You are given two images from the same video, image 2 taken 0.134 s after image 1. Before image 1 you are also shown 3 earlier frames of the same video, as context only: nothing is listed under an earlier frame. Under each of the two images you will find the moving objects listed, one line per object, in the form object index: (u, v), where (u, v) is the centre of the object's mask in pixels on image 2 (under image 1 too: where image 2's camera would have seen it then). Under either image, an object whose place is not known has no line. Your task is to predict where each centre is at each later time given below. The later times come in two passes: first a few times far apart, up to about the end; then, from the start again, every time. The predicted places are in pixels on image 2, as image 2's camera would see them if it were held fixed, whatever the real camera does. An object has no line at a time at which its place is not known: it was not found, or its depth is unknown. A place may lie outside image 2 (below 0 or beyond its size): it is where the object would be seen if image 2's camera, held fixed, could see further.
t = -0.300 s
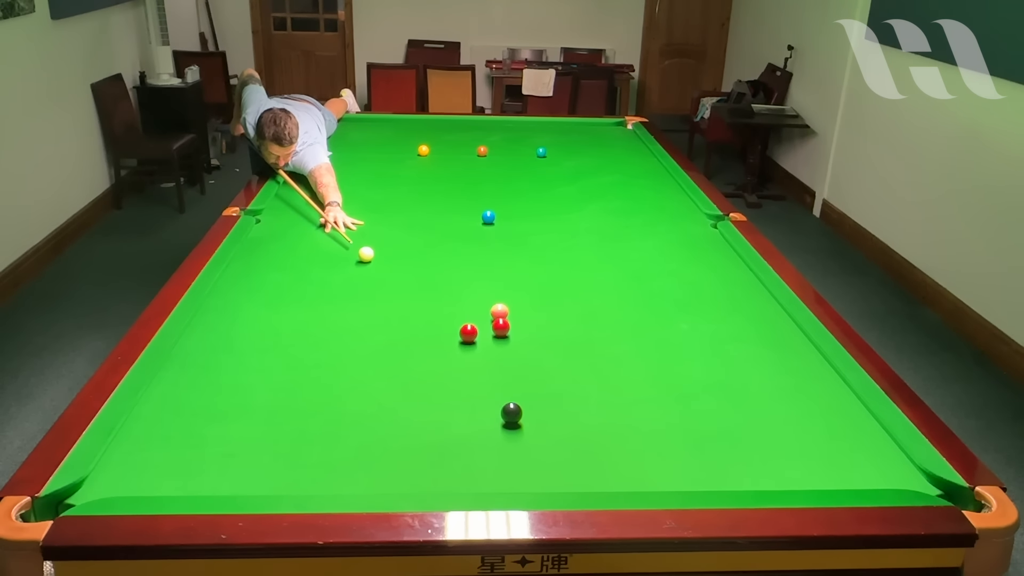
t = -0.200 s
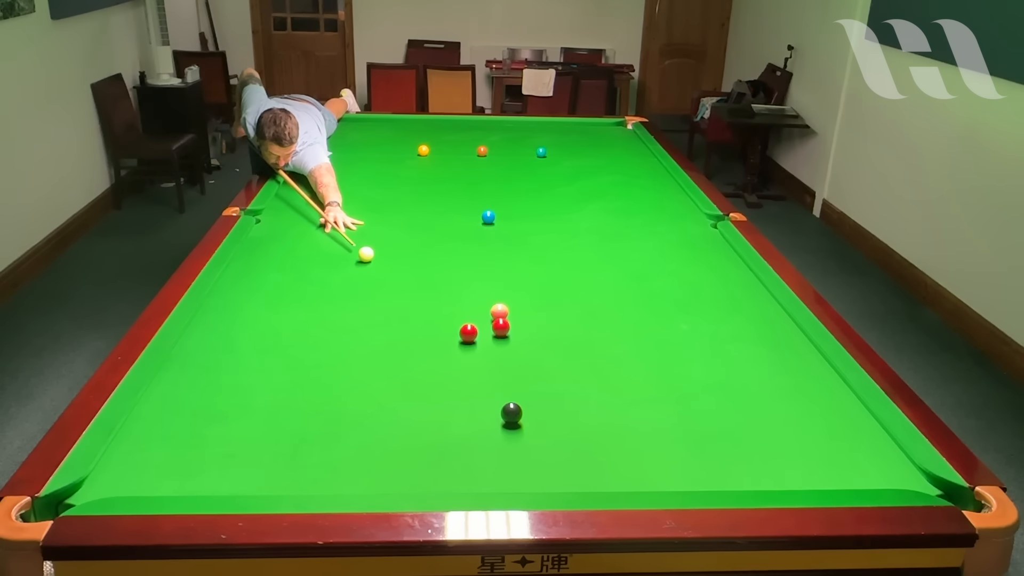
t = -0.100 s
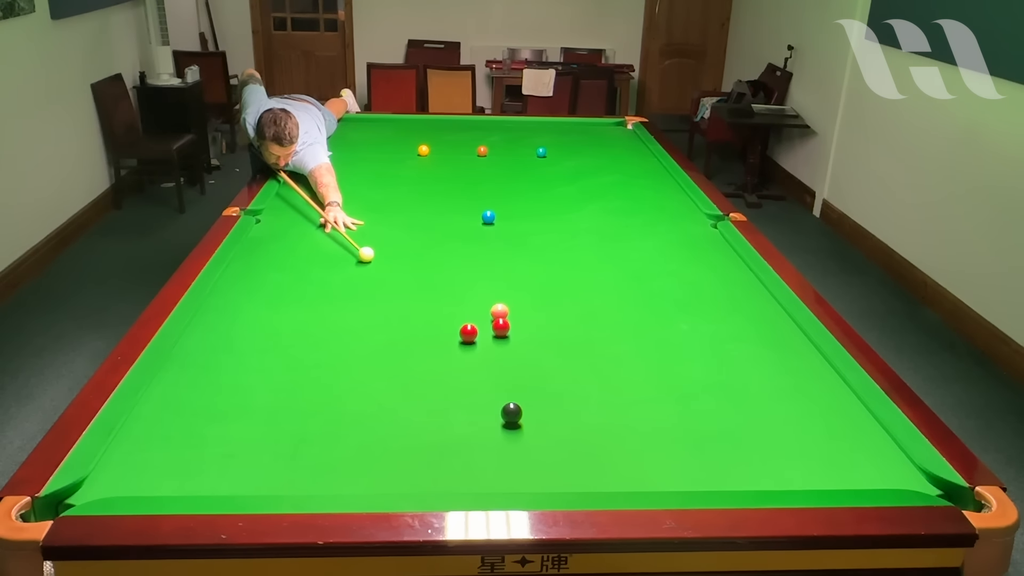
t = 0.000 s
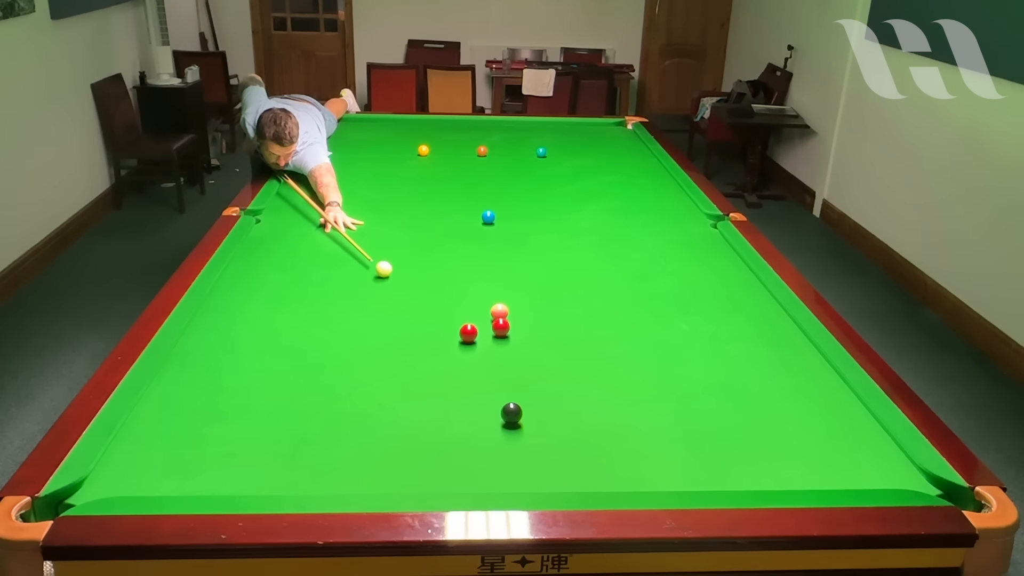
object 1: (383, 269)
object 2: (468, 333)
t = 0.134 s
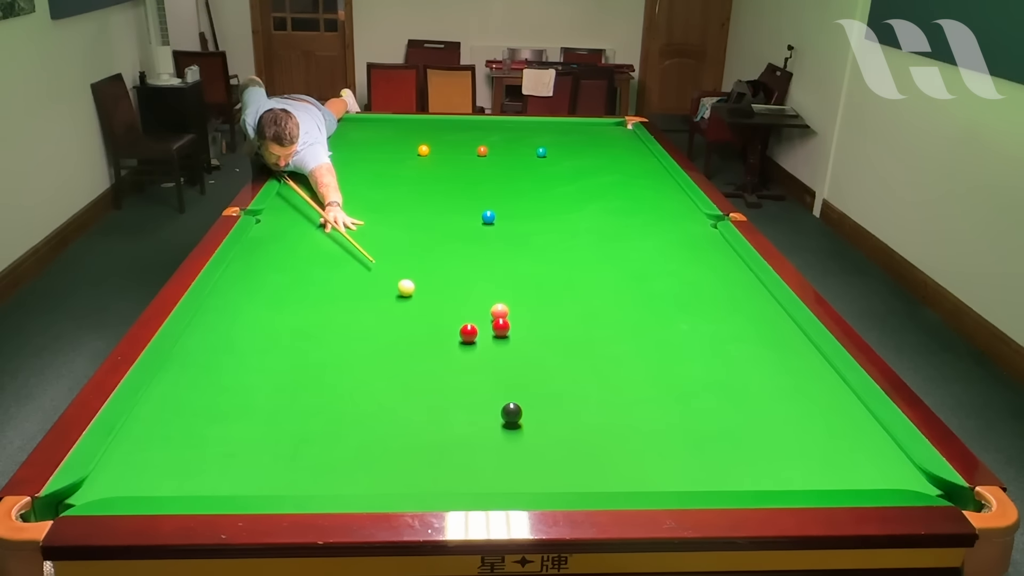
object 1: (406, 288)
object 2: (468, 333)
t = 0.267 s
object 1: (426, 305)
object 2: (468, 333)
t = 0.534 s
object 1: (447, 335)
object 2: (492, 342)
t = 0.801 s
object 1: (438, 356)
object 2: (542, 359)
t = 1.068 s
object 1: (429, 378)
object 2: (591, 376)
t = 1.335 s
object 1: (419, 401)
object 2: (643, 393)
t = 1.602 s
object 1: (409, 426)
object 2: (695, 411)
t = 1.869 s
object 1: (399, 449)
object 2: (748, 429)
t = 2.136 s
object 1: (387, 475)
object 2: (803, 448)
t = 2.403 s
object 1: (379, 482)
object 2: (858, 468)
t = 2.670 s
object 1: (376, 468)
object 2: (914, 483)
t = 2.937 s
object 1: (373, 456)
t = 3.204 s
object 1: (371, 446)
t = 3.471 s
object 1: (370, 437)
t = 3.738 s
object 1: (369, 430)
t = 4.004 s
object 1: (368, 424)
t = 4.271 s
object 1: (368, 420)
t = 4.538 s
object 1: (368, 417)
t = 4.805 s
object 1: (367, 415)
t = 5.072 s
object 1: (367, 415)
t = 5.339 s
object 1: (367, 415)
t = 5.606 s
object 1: (367, 415)
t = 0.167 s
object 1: (411, 293)
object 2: (468, 333)
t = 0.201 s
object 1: (416, 297)
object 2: (468, 333)
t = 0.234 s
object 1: (421, 301)
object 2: (468, 333)
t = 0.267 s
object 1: (426, 305)
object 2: (468, 333)
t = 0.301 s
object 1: (431, 310)
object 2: (468, 333)
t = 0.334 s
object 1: (437, 314)
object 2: (468, 333)
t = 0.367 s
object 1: (442, 319)
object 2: (469, 333)
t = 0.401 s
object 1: (447, 323)
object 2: (468, 334)
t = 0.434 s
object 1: (452, 328)
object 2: (468, 334)
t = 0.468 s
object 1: (451, 330)
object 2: (476, 336)
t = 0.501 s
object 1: (449, 332)
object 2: (484, 339)
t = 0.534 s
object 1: (447, 335)
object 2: (492, 342)
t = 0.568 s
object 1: (446, 338)
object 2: (499, 344)
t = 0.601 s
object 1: (445, 340)
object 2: (506, 347)
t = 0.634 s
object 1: (444, 342)
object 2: (512, 348)
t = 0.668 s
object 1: (442, 345)
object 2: (518, 351)
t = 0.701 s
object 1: (441, 348)
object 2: (524, 353)
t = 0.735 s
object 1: (440, 351)
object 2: (530, 355)
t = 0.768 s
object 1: (439, 353)
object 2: (536, 357)
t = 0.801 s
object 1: (438, 356)
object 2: (542, 359)
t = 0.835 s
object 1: (437, 358)
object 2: (548, 361)
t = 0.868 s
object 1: (436, 361)
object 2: (554, 363)
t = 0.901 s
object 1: (435, 364)
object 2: (560, 365)
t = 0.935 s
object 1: (433, 367)
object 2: (567, 367)
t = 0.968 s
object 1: (432, 369)
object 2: (573, 370)
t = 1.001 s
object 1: (431, 372)
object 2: (579, 371)
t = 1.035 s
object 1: (430, 375)
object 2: (585, 374)
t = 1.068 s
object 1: (429, 378)
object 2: (591, 376)
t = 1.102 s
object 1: (428, 381)
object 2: (598, 378)
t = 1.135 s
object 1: (426, 384)
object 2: (604, 380)
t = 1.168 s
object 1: (425, 387)
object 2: (611, 382)
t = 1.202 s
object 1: (424, 390)
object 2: (617, 385)
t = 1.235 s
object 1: (423, 392)
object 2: (623, 387)
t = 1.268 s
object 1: (422, 395)
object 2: (630, 389)
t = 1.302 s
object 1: (420, 398)
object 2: (636, 391)
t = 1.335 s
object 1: (419, 401)
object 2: (643, 393)
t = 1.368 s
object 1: (418, 405)
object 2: (649, 396)
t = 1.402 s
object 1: (416, 408)
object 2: (655, 398)
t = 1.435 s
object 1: (415, 411)
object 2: (662, 400)
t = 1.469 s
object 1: (414, 414)
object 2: (668, 402)
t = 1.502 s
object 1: (413, 417)
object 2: (675, 404)
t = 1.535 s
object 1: (411, 420)
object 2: (681, 406)
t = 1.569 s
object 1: (410, 423)
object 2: (688, 409)
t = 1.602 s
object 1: (409, 426)
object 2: (695, 411)
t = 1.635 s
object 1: (407, 429)
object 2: (701, 413)
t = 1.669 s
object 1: (406, 433)
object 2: (708, 416)
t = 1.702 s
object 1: (405, 436)
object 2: (715, 418)
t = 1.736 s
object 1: (403, 439)
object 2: (721, 420)
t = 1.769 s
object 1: (402, 442)
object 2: (728, 423)
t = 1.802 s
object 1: (401, 446)
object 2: (735, 425)
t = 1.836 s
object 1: (400, 447)
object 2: (741, 427)
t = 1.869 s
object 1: (399, 449)
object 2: (748, 429)
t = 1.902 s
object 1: (397, 452)
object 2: (755, 432)
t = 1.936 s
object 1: (396, 456)
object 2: (762, 434)
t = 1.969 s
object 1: (394, 459)
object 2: (768, 436)
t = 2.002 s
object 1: (393, 462)
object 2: (775, 439)
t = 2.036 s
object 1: (392, 465)
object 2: (782, 441)
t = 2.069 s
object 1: (390, 469)
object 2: (789, 444)
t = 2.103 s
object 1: (389, 472)
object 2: (796, 446)
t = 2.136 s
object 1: (387, 475)
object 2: (803, 448)
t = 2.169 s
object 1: (386, 479)
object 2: (810, 451)
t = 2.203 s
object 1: (385, 481)
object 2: (816, 453)
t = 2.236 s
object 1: (383, 483)
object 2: (823, 456)
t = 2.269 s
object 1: (382, 485)
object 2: (830, 458)
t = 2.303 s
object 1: (381, 486)
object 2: (837, 460)
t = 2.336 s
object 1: (380, 485)
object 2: (844, 463)
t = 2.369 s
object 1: (380, 483)
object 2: (851, 465)
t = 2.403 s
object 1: (379, 482)
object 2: (858, 468)
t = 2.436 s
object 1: (379, 481)
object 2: (865, 470)
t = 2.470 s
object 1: (378, 479)
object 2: (872, 472)
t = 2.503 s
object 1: (378, 477)
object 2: (879, 475)
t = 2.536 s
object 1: (378, 475)
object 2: (886, 477)
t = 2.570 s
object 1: (377, 474)
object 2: (893, 478)
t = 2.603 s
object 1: (377, 472)
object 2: (900, 480)
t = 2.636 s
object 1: (376, 470)
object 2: (907, 481)
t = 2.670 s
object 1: (376, 468)
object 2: (914, 483)
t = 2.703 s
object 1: (375, 467)
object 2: (922, 485)
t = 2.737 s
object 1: (375, 465)
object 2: (929, 488)
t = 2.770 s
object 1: (375, 464)
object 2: (936, 490)
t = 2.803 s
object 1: (374, 462)
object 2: (944, 495)
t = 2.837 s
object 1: (374, 461)
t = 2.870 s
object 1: (374, 459)
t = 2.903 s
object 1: (374, 458)
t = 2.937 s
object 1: (373, 456)
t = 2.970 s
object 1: (373, 455)
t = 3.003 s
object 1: (373, 453)
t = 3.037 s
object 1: (372, 452)
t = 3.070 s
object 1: (372, 451)
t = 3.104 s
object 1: (372, 449)
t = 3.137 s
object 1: (372, 448)
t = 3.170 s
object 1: (372, 447)
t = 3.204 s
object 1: (371, 446)
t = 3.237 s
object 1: (371, 444)
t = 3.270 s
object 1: (371, 443)
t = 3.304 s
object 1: (371, 442)
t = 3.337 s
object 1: (371, 441)
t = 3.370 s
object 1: (370, 440)
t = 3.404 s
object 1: (370, 439)
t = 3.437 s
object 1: (370, 438)
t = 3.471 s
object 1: (370, 437)
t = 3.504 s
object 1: (370, 436)
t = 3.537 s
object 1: (370, 435)
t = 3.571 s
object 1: (369, 434)
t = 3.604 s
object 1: (369, 433)
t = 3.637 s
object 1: (369, 432)
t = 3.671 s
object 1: (369, 431)
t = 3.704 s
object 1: (369, 431)
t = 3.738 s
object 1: (369, 430)
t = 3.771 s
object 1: (369, 429)
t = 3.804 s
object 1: (368, 428)
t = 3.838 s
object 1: (368, 427)
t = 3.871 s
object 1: (368, 427)
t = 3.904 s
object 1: (368, 426)
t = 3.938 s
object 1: (368, 426)
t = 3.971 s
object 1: (368, 425)
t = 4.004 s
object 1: (368, 424)
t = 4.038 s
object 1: (368, 423)
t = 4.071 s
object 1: (368, 423)
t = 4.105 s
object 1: (368, 423)
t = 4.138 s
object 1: (368, 422)
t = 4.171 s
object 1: (368, 421)
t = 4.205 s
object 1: (368, 421)
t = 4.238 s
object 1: (367, 420)
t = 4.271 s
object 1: (368, 420)
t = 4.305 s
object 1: (368, 419)
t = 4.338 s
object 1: (368, 419)
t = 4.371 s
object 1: (368, 419)
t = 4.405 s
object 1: (368, 418)
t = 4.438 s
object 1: (367, 418)
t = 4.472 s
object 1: (368, 418)
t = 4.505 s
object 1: (367, 417)
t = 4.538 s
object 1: (368, 417)
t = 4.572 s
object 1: (368, 417)
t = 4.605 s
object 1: (368, 416)
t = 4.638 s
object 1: (368, 416)
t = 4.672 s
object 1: (368, 416)
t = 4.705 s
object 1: (367, 416)
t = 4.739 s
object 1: (367, 415)
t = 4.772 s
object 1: (367, 415)
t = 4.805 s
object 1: (367, 415)
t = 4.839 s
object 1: (367, 415)
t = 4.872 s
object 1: (367, 415)
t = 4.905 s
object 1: (367, 415)
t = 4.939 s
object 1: (367, 415)
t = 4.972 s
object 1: (367, 415)
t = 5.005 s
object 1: (367, 415)
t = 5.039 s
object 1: (367, 415)
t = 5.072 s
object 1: (367, 415)
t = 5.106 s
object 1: (367, 415)
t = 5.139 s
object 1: (367, 415)
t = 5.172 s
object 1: (367, 415)
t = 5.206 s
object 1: (367, 415)
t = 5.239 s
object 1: (367, 415)
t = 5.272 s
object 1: (367, 415)
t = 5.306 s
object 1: (367, 415)
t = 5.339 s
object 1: (367, 415)
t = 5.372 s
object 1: (367, 415)
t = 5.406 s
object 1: (367, 415)
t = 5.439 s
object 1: (367, 415)
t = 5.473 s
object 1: (367, 415)
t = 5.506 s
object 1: (367, 415)
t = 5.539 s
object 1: (367, 415)
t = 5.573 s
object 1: (367, 415)
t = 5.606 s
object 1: (367, 415)
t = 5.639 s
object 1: (367, 415)
